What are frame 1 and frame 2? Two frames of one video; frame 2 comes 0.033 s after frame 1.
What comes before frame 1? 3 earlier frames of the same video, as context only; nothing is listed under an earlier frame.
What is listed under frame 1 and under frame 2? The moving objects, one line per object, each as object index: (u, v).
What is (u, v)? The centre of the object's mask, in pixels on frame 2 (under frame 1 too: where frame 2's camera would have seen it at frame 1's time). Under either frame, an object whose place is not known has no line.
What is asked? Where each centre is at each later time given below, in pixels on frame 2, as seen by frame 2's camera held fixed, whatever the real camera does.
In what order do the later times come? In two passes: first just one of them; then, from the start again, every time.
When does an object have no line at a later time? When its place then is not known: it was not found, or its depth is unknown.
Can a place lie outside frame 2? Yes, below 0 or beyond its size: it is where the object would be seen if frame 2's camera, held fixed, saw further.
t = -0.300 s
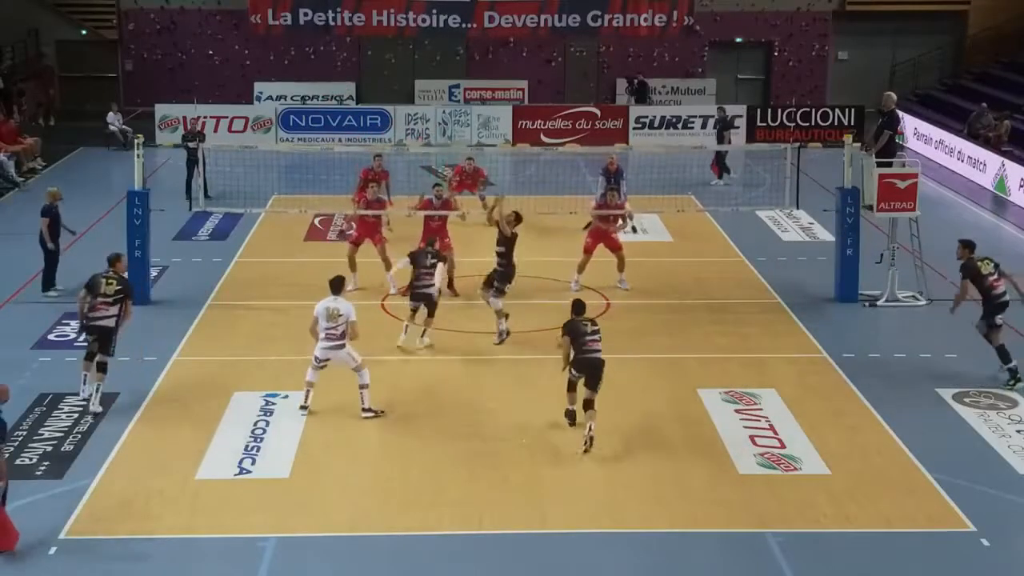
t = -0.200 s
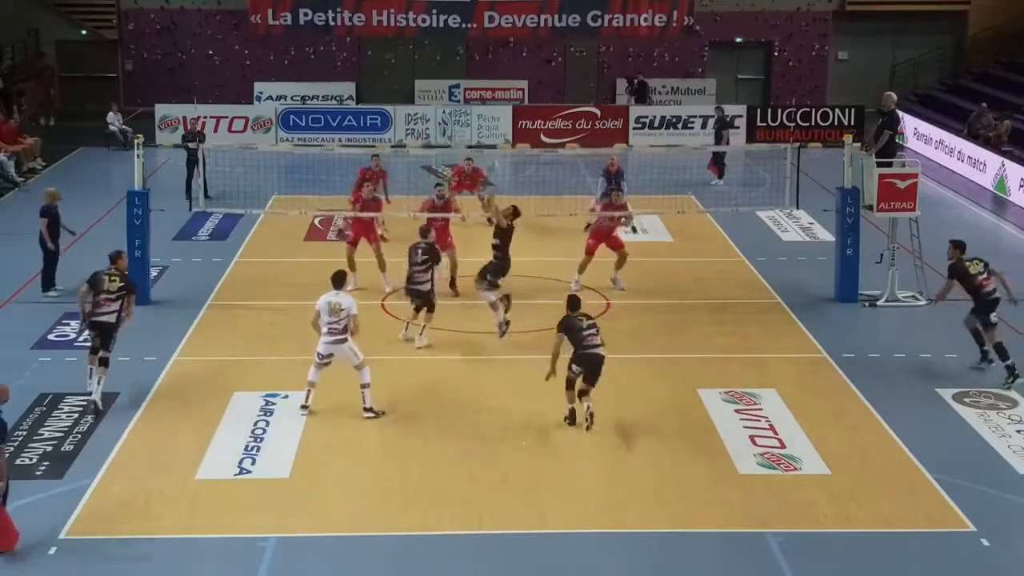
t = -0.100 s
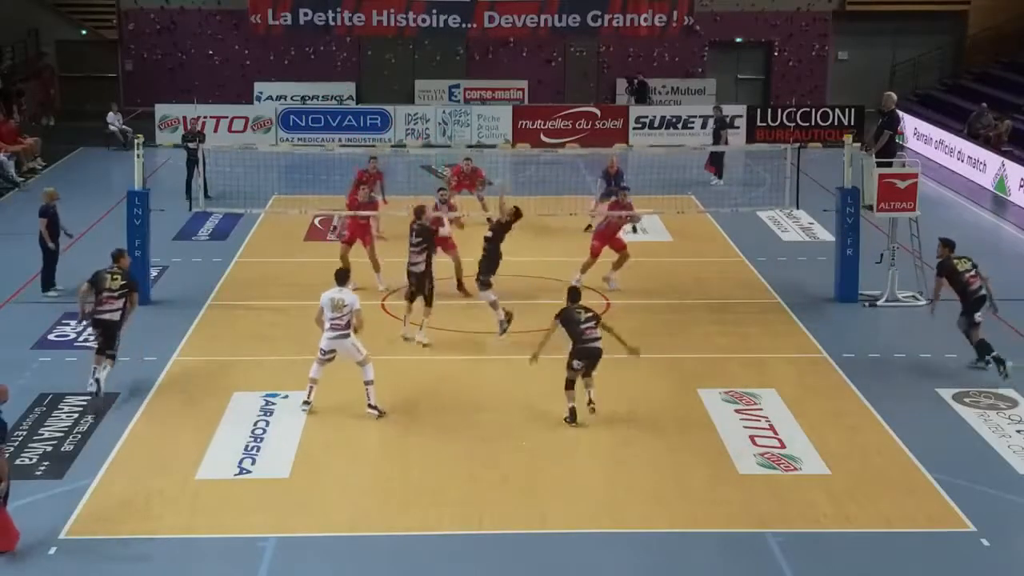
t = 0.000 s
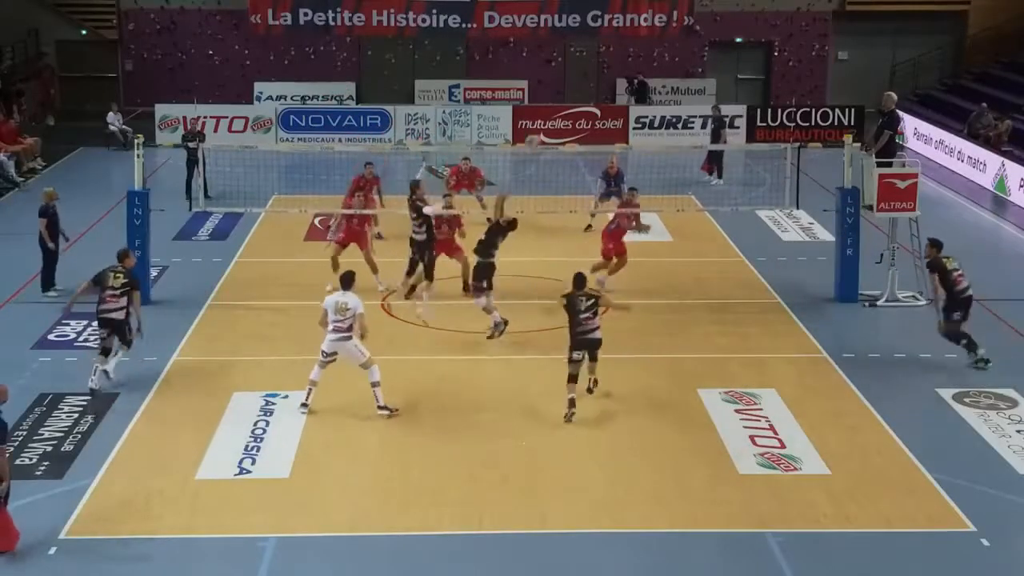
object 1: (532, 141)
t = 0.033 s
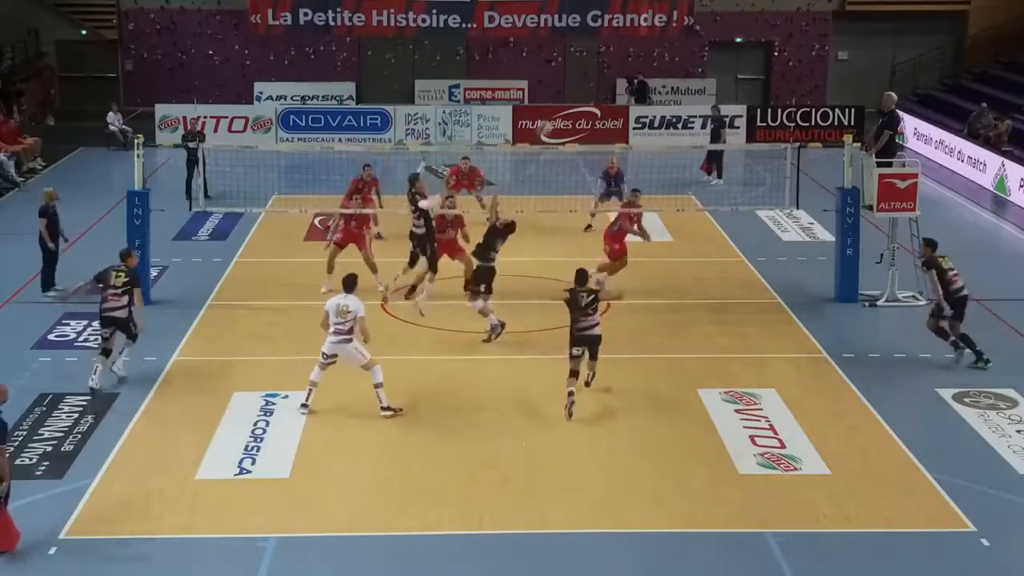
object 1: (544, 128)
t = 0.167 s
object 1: (586, 84)
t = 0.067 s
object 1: (555, 115)
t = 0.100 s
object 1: (565, 103)
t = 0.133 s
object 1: (575, 94)
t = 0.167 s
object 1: (586, 84)
